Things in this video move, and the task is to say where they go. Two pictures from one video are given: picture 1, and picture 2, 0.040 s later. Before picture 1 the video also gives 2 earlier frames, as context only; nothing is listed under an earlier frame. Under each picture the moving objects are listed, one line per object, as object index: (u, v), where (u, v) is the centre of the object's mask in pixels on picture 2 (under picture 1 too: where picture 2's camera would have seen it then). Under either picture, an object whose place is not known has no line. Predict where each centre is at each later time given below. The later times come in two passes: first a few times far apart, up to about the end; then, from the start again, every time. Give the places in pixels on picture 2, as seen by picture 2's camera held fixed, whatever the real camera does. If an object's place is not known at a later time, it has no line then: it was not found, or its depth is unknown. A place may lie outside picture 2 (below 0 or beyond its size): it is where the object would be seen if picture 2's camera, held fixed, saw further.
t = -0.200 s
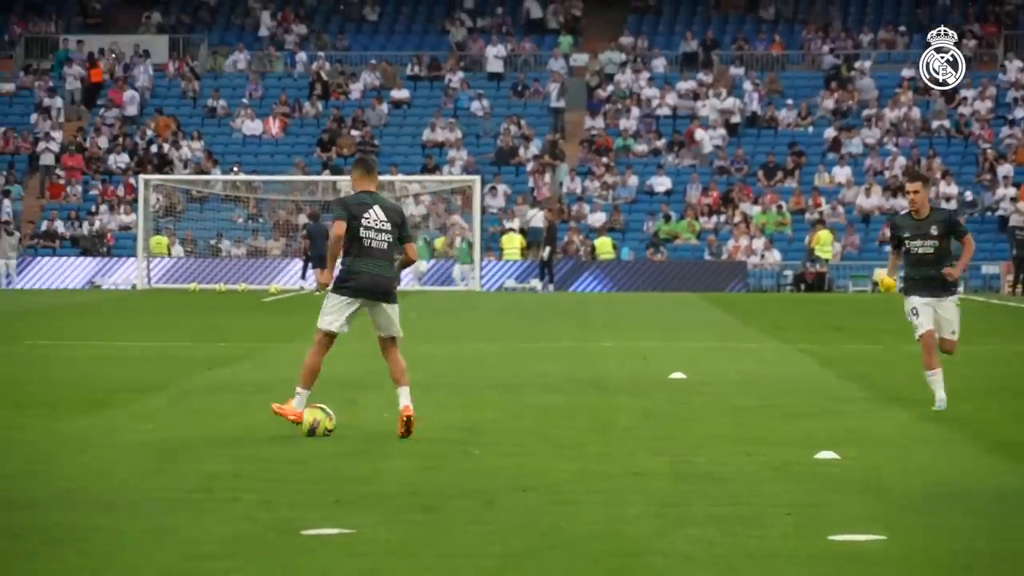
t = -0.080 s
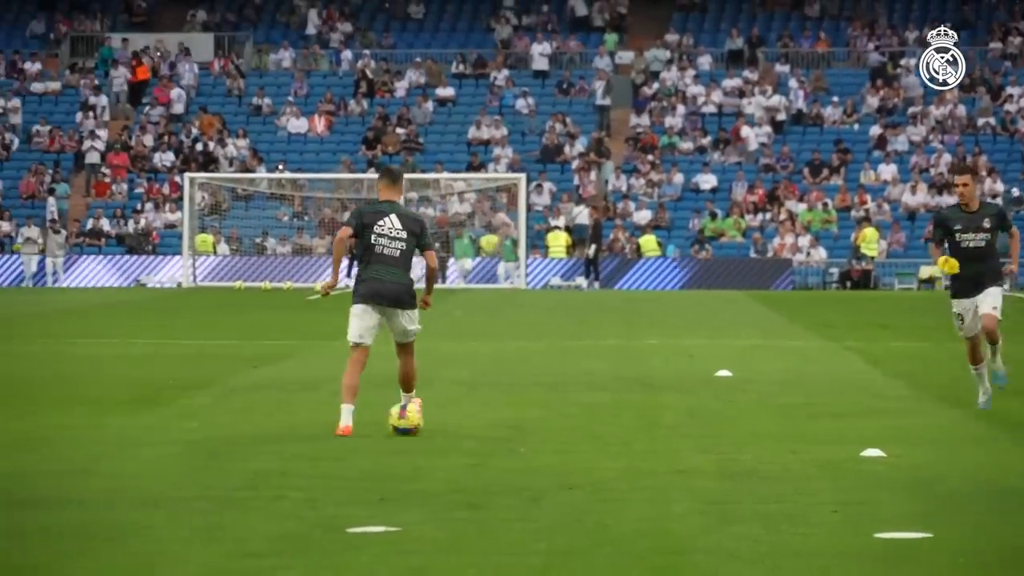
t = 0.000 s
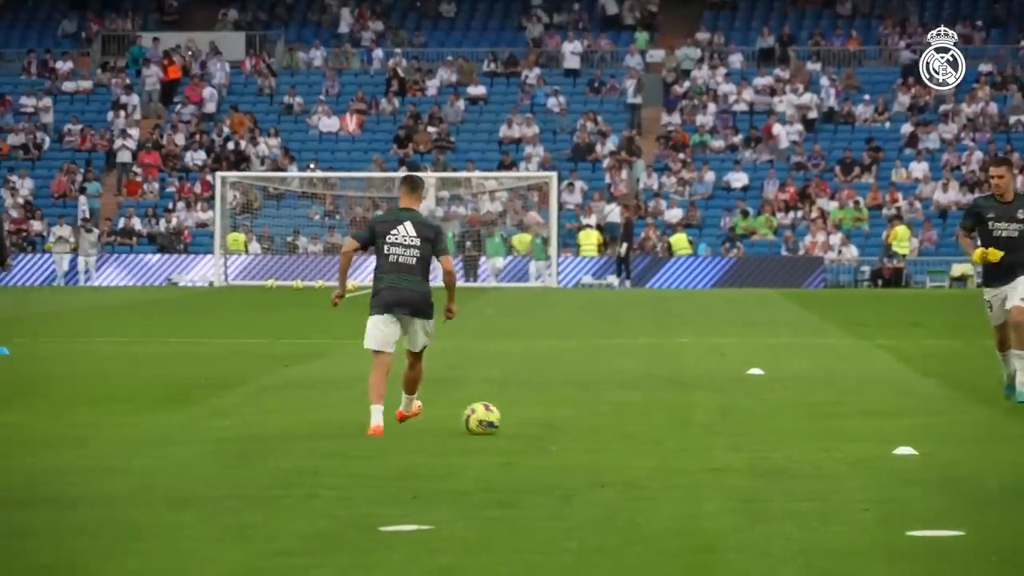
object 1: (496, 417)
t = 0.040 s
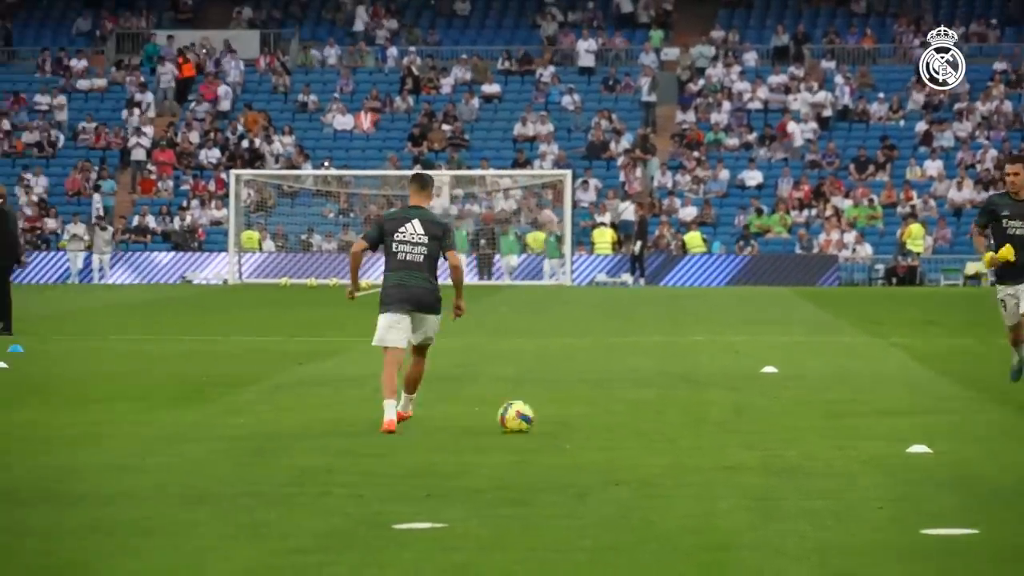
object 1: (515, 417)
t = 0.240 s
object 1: (598, 416)
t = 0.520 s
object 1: (681, 420)
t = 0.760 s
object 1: (738, 423)
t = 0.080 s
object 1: (533, 416)
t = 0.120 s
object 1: (552, 416)
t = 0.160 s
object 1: (569, 417)
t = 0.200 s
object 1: (584, 417)
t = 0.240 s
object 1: (598, 416)
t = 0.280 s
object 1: (612, 416)
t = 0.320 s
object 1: (626, 418)
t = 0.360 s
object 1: (638, 419)
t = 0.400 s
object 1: (649, 418)
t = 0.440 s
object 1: (660, 418)
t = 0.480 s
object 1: (671, 419)
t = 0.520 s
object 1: (681, 420)
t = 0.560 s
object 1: (691, 420)
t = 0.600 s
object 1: (700, 421)
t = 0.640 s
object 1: (711, 421)
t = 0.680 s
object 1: (720, 423)
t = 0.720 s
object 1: (729, 423)
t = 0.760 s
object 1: (738, 423)
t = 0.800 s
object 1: (745, 424)
